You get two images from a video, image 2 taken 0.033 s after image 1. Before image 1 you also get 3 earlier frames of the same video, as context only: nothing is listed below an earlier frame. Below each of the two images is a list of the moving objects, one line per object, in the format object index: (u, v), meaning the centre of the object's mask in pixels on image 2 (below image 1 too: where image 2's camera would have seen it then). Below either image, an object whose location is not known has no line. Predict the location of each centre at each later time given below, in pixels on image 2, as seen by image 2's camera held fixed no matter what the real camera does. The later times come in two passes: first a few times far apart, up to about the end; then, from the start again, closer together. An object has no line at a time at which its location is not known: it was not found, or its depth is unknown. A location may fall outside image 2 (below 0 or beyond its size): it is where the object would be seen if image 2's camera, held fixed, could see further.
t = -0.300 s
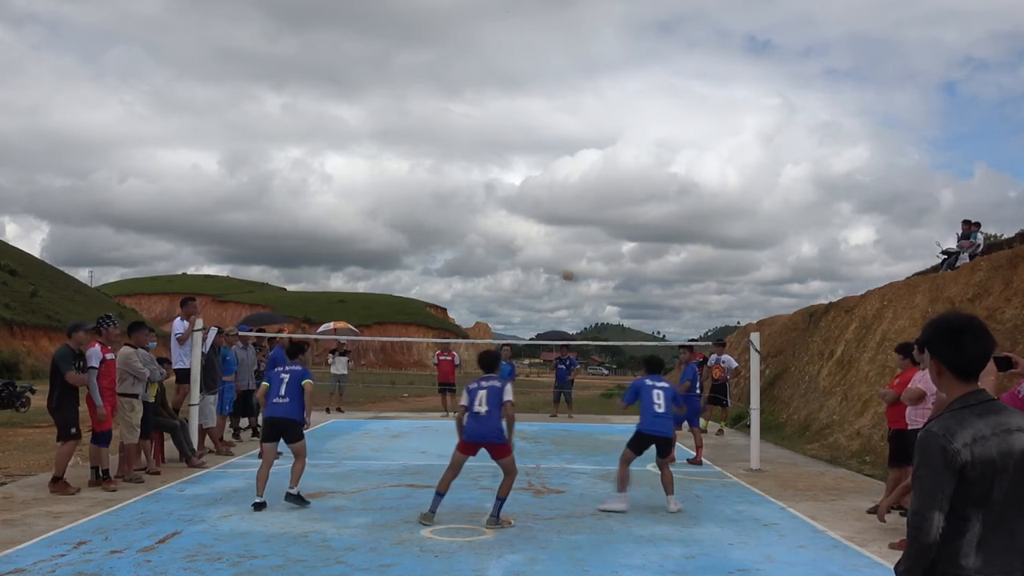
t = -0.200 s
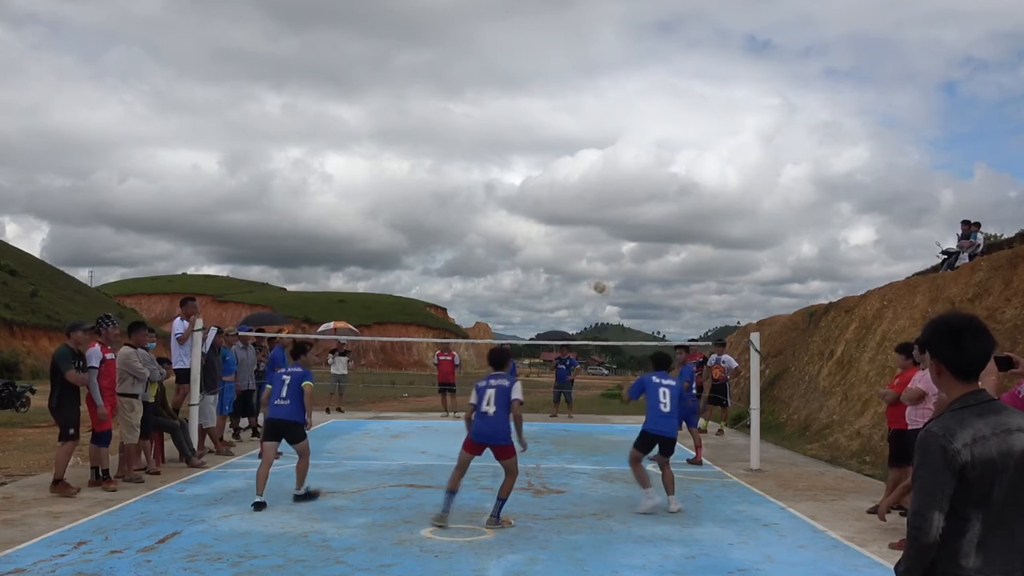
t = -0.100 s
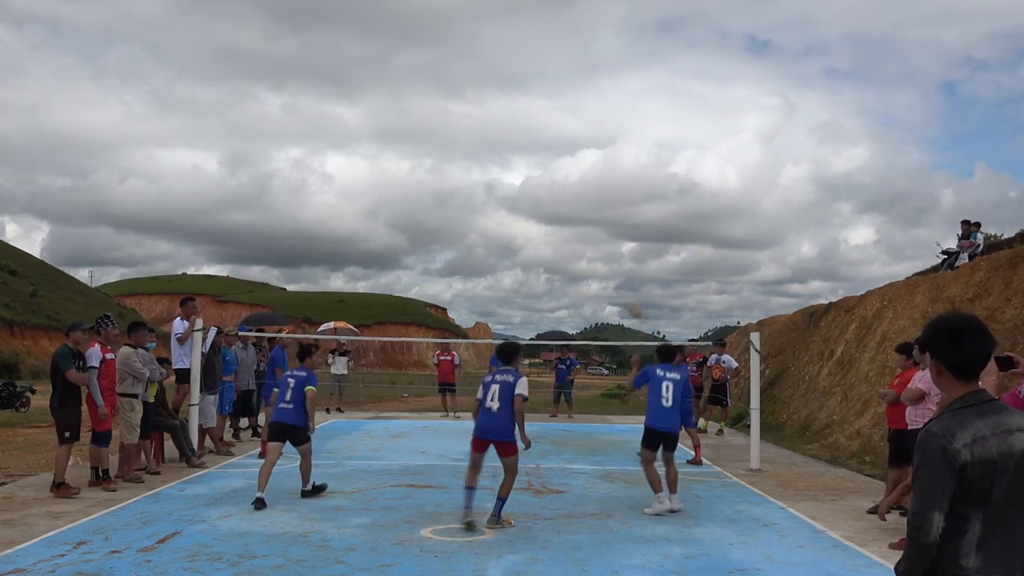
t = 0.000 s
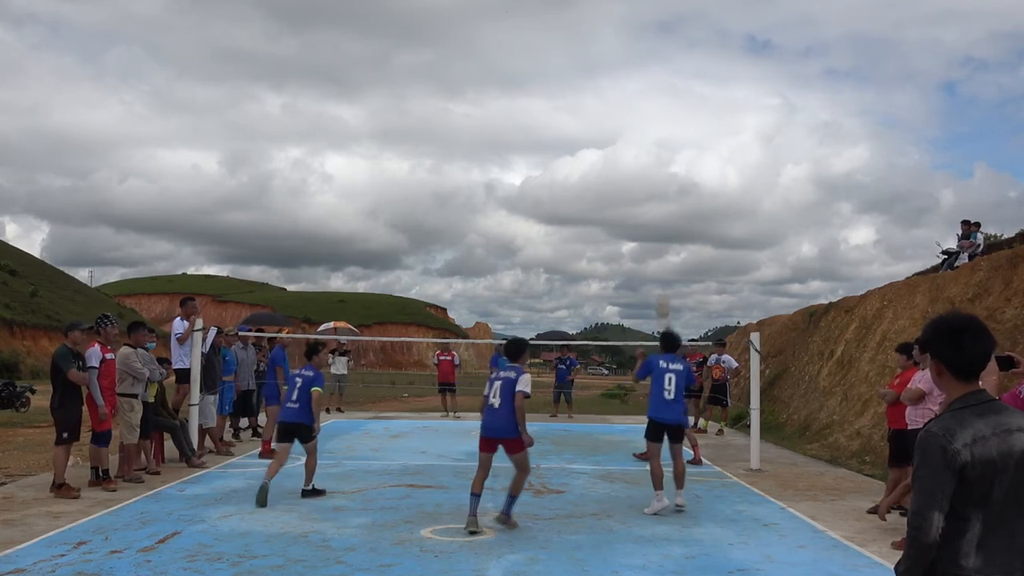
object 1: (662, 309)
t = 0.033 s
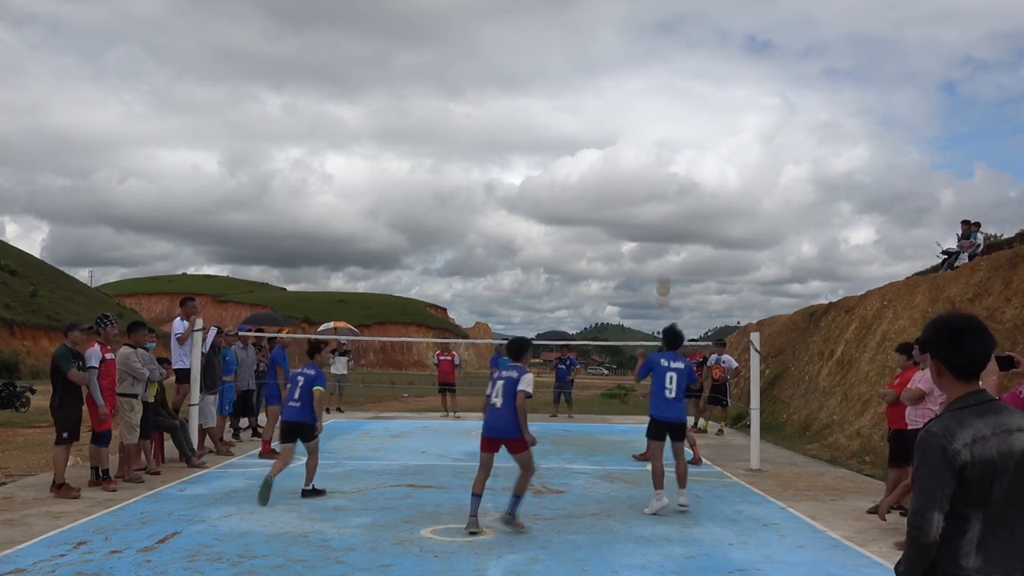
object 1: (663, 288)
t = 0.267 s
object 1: (666, 166)
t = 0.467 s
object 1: (669, 104)
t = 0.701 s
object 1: (672, 85)
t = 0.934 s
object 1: (675, 129)
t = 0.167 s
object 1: (665, 213)
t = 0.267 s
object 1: (666, 166)
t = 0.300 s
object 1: (666, 153)
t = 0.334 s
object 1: (667, 141)
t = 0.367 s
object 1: (667, 130)
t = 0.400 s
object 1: (668, 120)
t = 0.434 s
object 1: (668, 112)
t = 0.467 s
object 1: (669, 104)
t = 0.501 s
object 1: (669, 98)
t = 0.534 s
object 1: (670, 93)
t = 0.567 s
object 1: (670, 89)
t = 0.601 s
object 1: (671, 87)
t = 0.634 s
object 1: (671, 85)
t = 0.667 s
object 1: (672, 85)
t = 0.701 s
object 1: (672, 85)
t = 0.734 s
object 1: (673, 87)
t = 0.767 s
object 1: (673, 91)
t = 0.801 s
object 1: (673, 95)
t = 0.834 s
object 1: (674, 101)
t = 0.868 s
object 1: (673, 109)
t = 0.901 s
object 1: (674, 118)
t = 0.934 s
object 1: (675, 129)
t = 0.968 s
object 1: (675, 142)
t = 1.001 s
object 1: (676, 155)
